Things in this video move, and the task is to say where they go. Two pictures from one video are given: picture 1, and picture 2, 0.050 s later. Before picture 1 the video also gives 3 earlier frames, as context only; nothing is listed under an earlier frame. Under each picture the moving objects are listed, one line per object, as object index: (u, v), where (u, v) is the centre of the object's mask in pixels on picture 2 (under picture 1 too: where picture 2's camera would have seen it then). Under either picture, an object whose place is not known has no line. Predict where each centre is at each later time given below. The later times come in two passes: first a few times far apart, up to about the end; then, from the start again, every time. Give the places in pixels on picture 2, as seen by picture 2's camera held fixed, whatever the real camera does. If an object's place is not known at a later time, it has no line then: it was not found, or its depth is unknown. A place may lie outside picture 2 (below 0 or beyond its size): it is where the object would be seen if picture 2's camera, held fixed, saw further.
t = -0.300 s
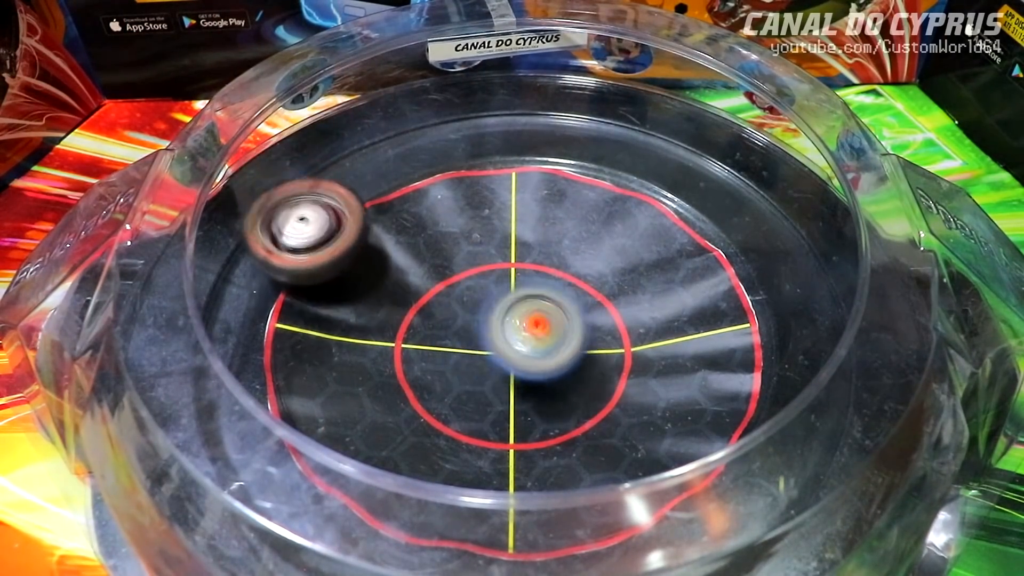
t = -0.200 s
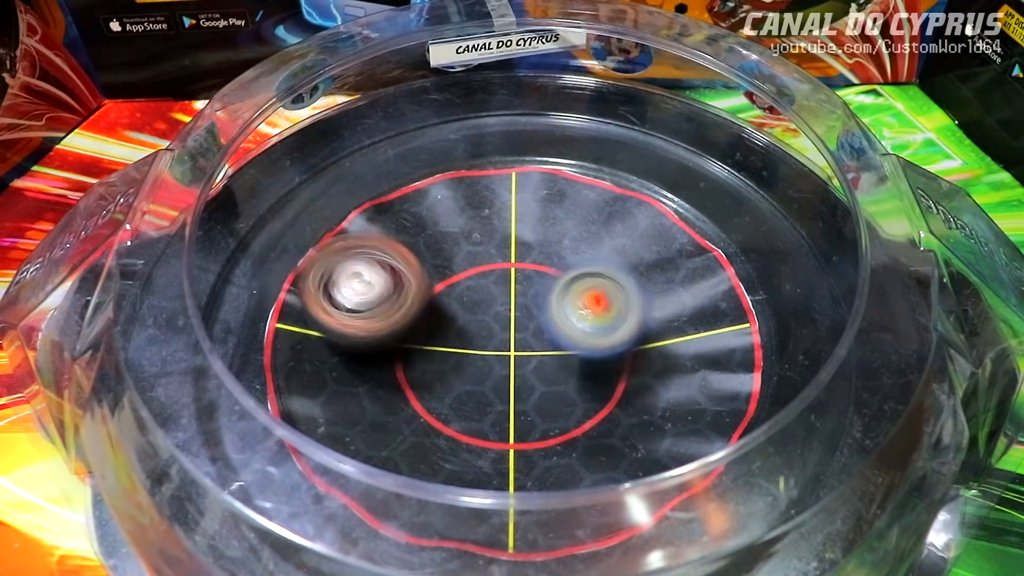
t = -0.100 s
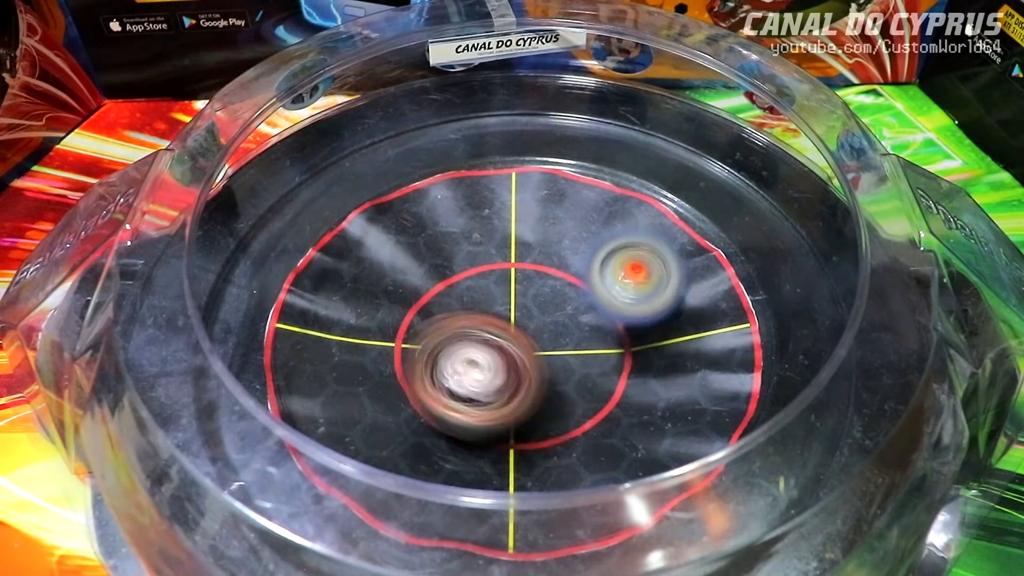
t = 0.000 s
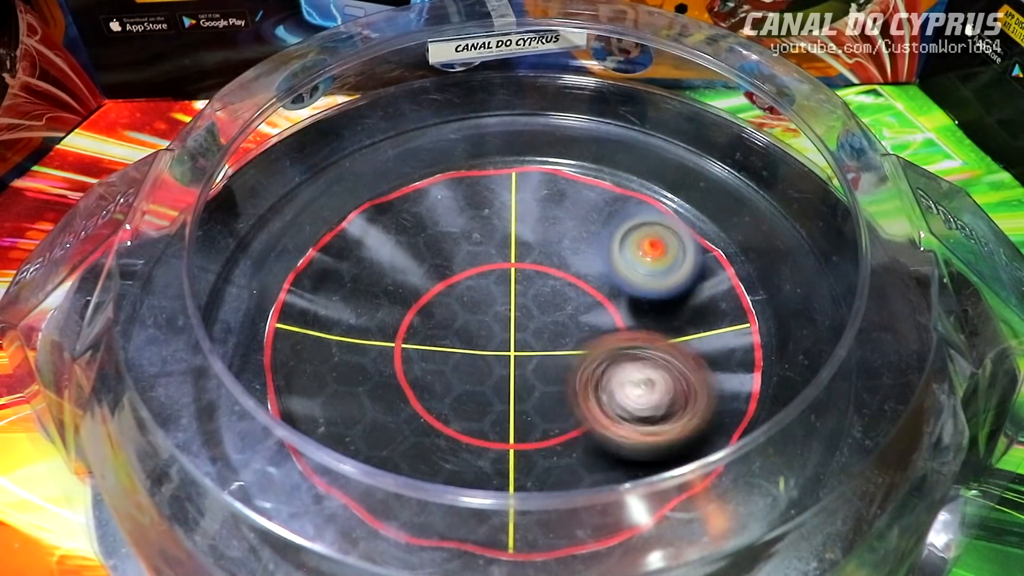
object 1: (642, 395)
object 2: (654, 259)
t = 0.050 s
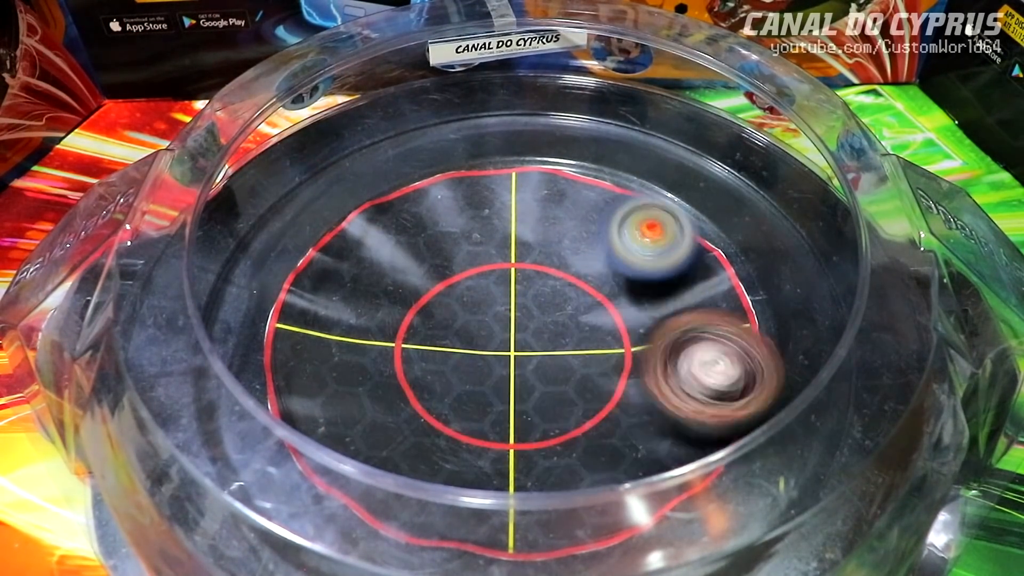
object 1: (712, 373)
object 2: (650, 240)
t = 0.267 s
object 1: (794, 226)
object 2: (561, 195)
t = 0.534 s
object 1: (699, 153)
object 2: (504, 354)
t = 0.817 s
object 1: (550, 188)
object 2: (687, 412)
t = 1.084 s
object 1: (425, 416)
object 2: (699, 213)
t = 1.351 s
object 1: (717, 433)
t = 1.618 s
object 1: (696, 206)
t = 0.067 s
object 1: (732, 362)
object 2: (648, 235)
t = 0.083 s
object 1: (748, 352)
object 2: (644, 233)
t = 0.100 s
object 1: (761, 339)
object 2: (639, 228)
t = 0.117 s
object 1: (773, 326)
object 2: (632, 221)
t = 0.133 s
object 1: (780, 312)
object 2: (626, 219)
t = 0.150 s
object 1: (785, 298)
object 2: (618, 214)
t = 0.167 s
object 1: (789, 286)
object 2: (611, 209)
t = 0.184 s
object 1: (790, 274)
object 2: (602, 206)
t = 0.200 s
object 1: (792, 263)
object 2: (594, 202)
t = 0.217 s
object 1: (792, 253)
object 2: (585, 200)
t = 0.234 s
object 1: (793, 243)
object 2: (576, 197)
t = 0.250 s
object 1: (795, 234)
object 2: (569, 195)
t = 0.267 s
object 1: (794, 226)
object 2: (561, 195)
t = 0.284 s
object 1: (795, 218)
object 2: (555, 194)
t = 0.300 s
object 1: (795, 210)
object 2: (549, 195)
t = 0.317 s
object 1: (795, 203)
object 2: (541, 201)
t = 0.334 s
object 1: (792, 195)
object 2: (535, 205)
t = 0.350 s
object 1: (789, 188)
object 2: (528, 211)
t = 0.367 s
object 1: (783, 182)
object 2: (521, 217)
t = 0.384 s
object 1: (775, 178)
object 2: (514, 227)
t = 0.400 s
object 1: (764, 173)
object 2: (510, 238)
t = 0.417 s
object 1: (755, 169)
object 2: (505, 251)
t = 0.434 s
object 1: (744, 166)
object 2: (501, 265)
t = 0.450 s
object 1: (736, 164)
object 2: (497, 279)
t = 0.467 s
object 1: (728, 161)
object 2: (496, 294)
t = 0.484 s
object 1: (719, 159)
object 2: (495, 310)
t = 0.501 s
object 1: (712, 157)
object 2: (497, 323)
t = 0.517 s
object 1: (705, 155)
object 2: (500, 340)
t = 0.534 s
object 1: (699, 153)
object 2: (504, 354)
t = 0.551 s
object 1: (692, 151)
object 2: (509, 367)
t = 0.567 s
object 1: (685, 150)
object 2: (517, 380)
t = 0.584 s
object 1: (678, 149)
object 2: (527, 394)
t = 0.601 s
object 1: (670, 149)
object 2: (537, 400)
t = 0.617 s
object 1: (664, 148)
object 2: (547, 403)
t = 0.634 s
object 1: (657, 148)
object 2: (559, 412)
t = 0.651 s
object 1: (651, 148)
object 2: (570, 425)
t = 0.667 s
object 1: (645, 148)
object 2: (580, 430)
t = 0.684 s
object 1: (639, 148)
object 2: (593, 429)
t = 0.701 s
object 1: (631, 151)
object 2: (607, 432)
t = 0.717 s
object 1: (621, 155)
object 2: (619, 433)
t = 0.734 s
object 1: (612, 158)
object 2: (633, 433)
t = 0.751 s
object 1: (601, 164)
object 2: (644, 431)
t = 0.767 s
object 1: (589, 169)
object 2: (656, 428)
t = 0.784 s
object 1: (578, 174)
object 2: (668, 422)
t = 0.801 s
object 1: (565, 180)
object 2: (675, 420)
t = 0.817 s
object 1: (550, 188)
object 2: (687, 412)
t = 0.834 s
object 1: (537, 196)
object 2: (700, 406)
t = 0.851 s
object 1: (521, 207)
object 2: (709, 401)
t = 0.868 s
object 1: (507, 217)
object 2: (718, 391)
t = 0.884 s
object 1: (492, 227)
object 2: (723, 378)
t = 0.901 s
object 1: (478, 240)
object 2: (727, 366)
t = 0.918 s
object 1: (464, 251)
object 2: (731, 351)
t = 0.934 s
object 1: (451, 267)
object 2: (735, 339)
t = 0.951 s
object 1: (438, 280)
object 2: (735, 324)
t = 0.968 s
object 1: (427, 296)
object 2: (737, 309)
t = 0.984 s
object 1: (419, 314)
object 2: (735, 295)
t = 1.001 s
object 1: (413, 332)
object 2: (733, 280)
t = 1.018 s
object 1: (410, 350)
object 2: (730, 264)
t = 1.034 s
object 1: (410, 367)
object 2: (726, 252)
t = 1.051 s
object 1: (413, 387)
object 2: (718, 238)
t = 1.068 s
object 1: (418, 402)
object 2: (710, 227)
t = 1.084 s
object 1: (425, 416)
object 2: (699, 213)
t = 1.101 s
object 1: (436, 427)
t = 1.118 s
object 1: (449, 434)
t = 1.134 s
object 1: (464, 443)
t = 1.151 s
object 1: (479, 461)
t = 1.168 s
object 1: (498, 476)
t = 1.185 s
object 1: (518, 480)
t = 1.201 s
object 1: (539, 486)
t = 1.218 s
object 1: (559, 491)
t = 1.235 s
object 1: (585, 492)
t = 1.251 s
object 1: (603, 489)
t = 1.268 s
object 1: (626, 485)
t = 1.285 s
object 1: (651, 486)
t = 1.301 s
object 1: (669, 479)
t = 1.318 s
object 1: (690, 464)
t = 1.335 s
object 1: (704, 442)
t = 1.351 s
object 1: (717, 433)
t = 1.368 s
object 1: (727, 417)
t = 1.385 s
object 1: (730, 397)
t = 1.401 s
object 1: (743, 385)
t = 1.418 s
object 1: (753, 374)
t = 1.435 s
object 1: (757, 360)
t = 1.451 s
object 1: (762, 346)
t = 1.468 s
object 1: (763, 332)
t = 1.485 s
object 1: (762, 313)
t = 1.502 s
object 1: (759, 298)
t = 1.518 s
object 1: (755, 282)
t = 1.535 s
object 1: (748, 267)
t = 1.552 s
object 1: (740, 253)
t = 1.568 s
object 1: (730, 240)
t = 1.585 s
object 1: (720, 228)
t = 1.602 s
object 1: (708, 217)
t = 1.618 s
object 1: (696, 206)
